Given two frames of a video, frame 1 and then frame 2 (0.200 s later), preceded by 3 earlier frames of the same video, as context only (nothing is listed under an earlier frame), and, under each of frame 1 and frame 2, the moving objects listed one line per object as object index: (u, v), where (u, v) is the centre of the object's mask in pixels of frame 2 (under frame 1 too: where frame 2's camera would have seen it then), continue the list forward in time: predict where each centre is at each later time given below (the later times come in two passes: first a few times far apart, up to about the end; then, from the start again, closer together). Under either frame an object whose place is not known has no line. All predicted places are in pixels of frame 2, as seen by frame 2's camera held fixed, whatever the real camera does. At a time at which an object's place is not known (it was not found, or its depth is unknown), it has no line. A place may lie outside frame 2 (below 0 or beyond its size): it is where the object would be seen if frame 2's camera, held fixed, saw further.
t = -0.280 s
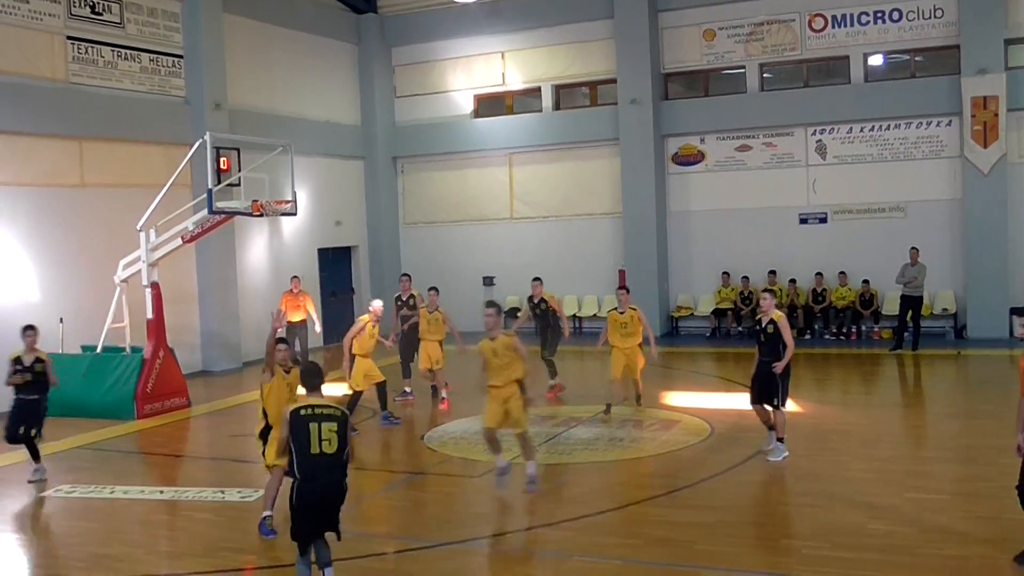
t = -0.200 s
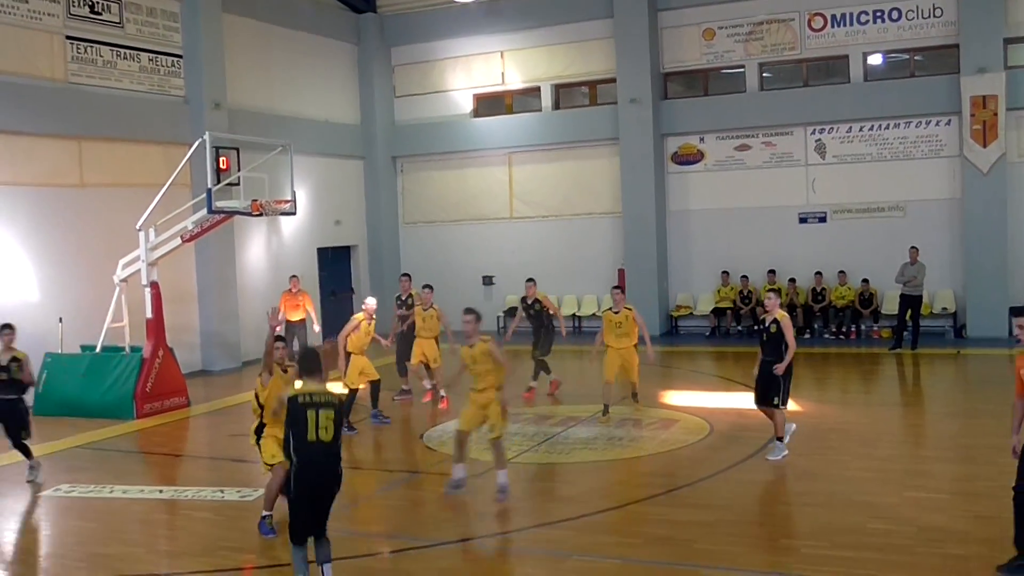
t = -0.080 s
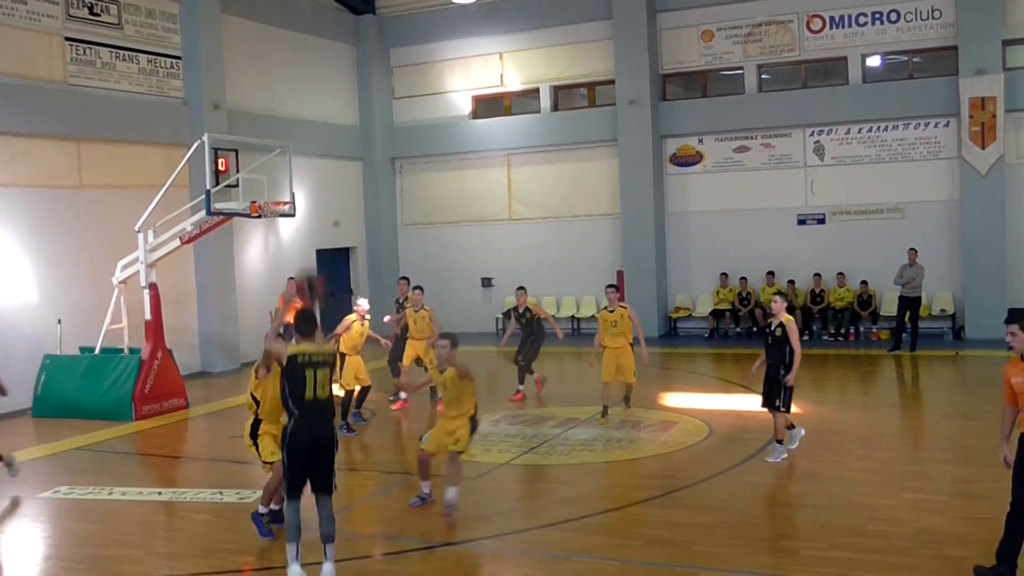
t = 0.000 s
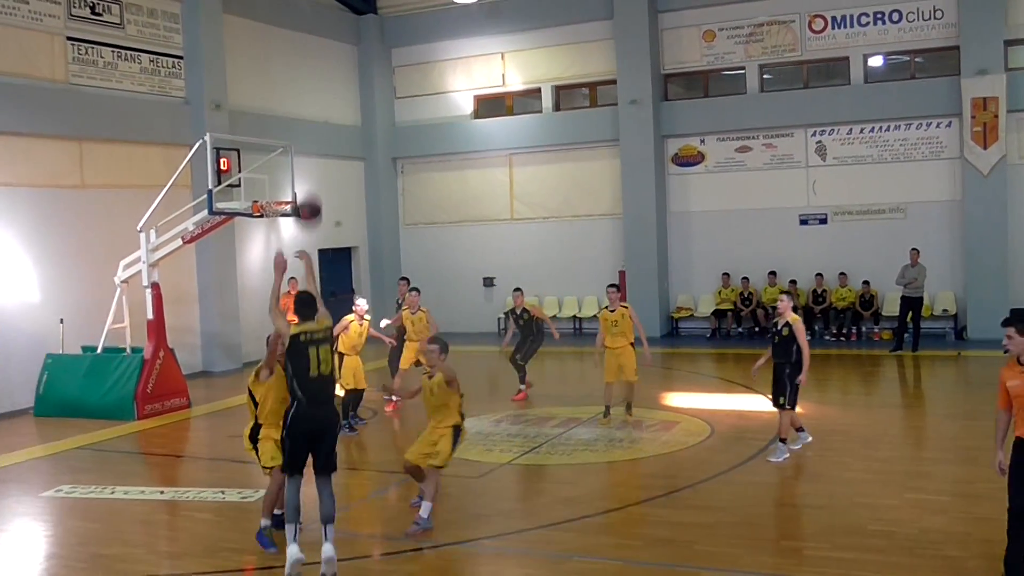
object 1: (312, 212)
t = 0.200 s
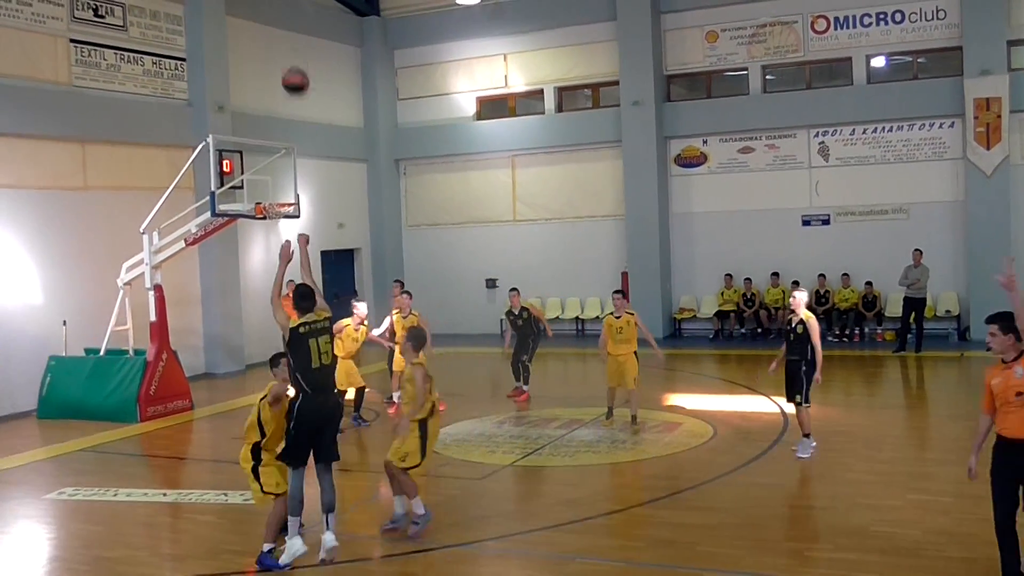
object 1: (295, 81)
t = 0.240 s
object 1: (293, 64)
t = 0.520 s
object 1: (284, 7)
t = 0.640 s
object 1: (282, 8)
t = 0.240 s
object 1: (293, 64)
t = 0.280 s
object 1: (291, 49)
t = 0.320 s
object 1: (289, 36)
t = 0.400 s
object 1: (288, 18)
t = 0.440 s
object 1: (287, 12)
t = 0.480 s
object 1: (285, 9)
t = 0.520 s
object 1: (284, 7)
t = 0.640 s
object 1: (282, 8)
